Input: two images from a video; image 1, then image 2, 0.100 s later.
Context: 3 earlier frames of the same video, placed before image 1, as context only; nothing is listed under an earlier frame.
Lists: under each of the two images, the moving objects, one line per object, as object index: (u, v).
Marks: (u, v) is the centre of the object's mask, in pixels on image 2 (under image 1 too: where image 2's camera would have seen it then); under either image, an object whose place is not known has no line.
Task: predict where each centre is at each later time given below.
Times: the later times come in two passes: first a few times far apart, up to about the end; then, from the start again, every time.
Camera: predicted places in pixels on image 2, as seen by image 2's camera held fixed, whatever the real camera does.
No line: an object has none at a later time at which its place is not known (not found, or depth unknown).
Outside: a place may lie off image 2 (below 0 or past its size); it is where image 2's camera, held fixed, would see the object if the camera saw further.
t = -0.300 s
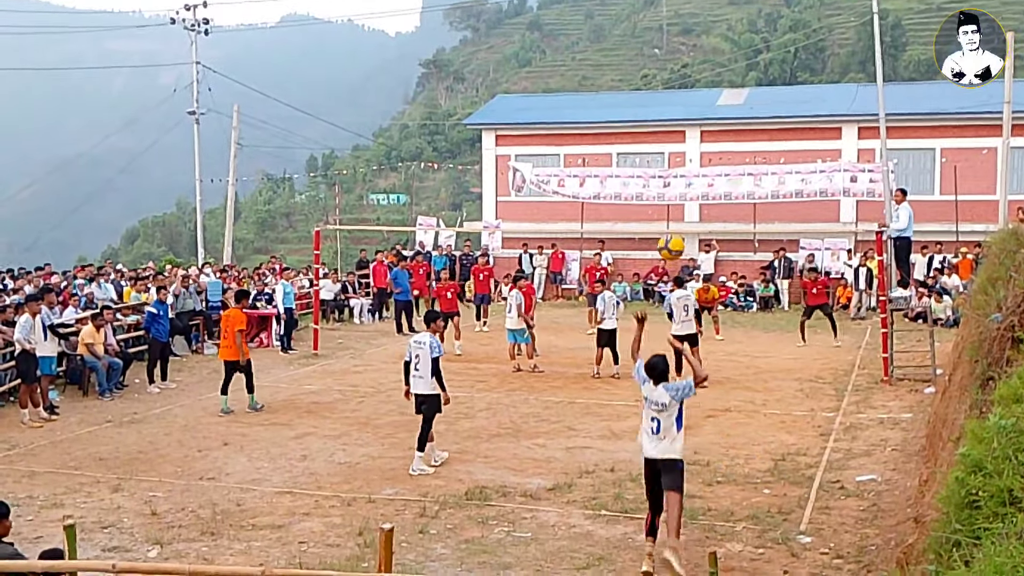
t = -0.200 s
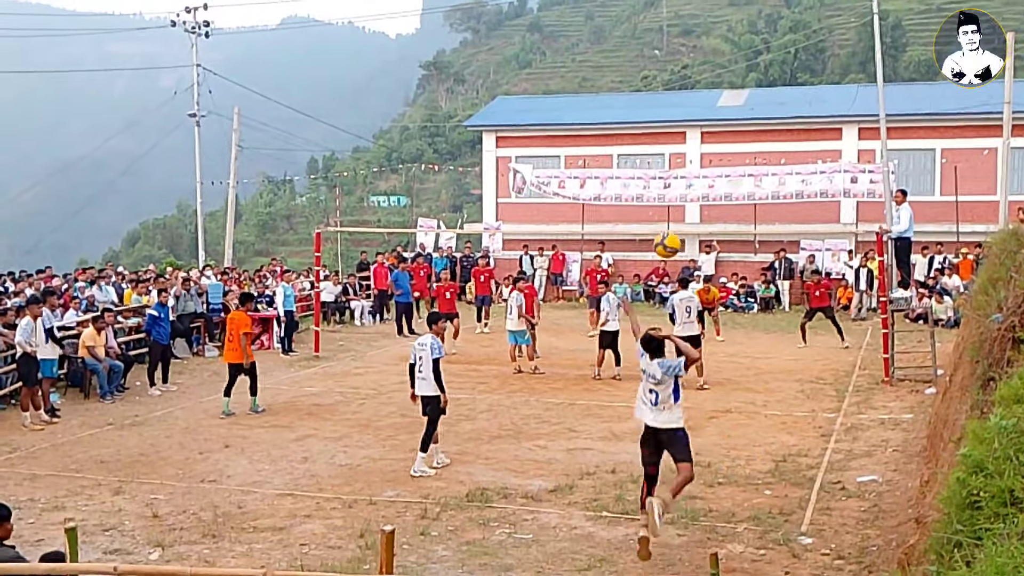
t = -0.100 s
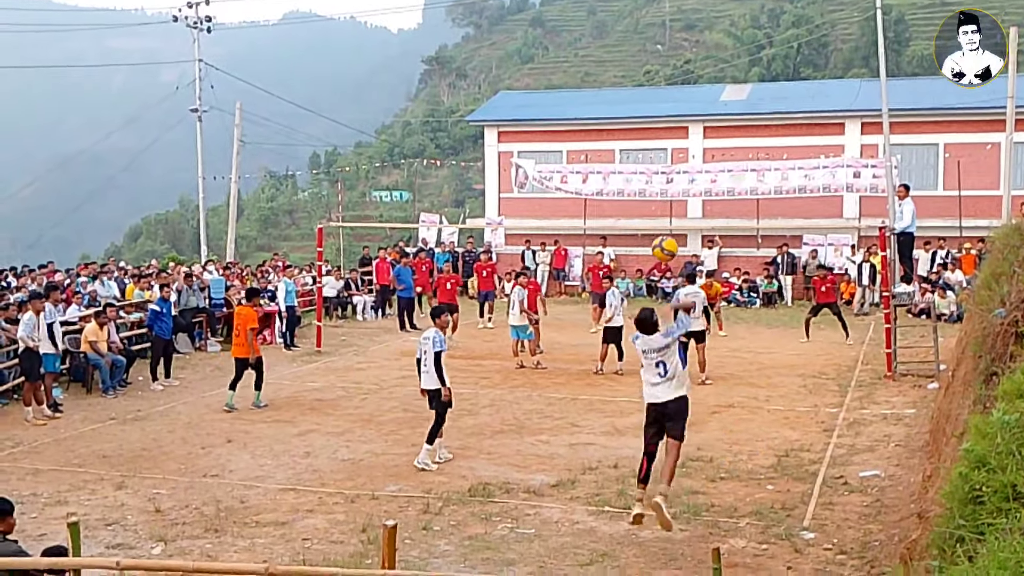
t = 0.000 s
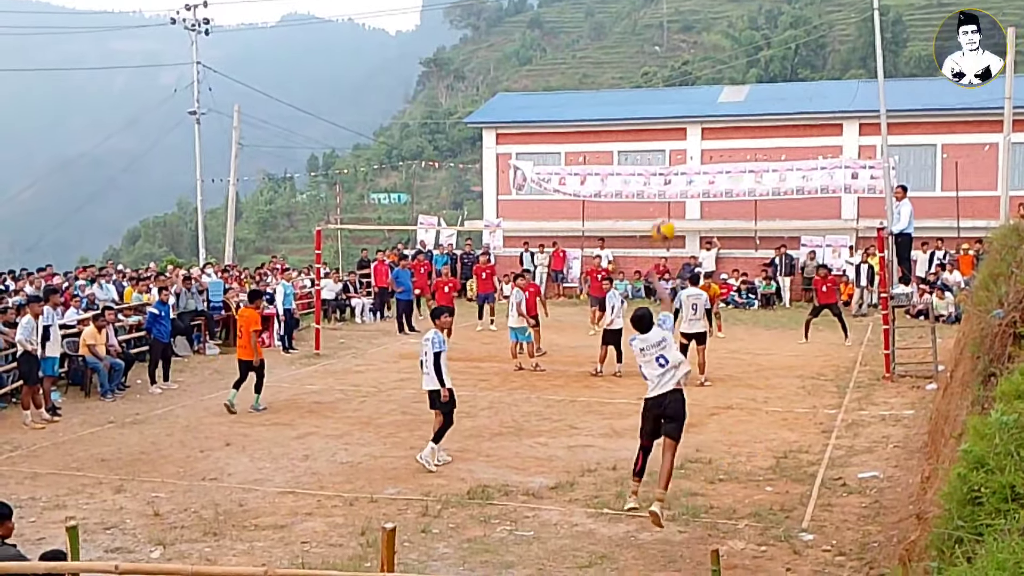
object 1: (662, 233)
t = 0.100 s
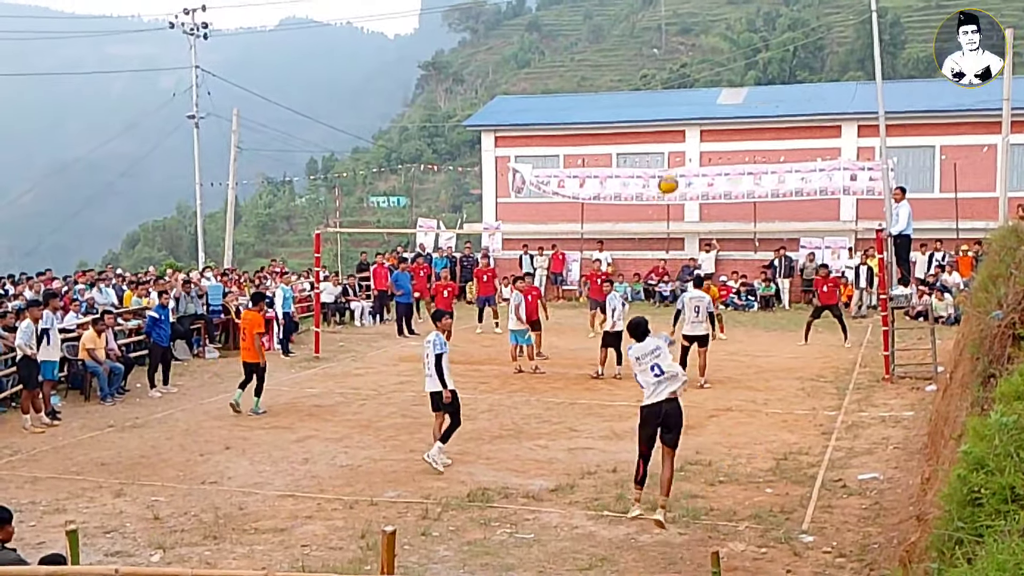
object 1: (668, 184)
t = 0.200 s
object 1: (672, 153)
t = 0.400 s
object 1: (681, 126)
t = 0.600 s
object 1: (689, 132)
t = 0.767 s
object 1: (693, 156)
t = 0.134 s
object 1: (669, 172)
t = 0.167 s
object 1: (671, 162)
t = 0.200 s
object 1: (672, 153)
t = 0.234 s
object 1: (674, 145)
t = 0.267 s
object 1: (675, 139)
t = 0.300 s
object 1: (676, 134)
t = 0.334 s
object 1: (677, 131)
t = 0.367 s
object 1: (679, 127)
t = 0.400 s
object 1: (681, 126)
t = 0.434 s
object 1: (681, 126)
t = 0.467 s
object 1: (683, 125)
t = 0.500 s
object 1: (685, 126)
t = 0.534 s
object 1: (686, 128)
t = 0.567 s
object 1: (687, 130)
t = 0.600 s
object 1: (689, 132)
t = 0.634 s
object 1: (689, 136)
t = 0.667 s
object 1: (690, 141)
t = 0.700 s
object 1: (692, 145)
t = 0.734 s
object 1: (693, 151)
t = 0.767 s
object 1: (693, 156)
